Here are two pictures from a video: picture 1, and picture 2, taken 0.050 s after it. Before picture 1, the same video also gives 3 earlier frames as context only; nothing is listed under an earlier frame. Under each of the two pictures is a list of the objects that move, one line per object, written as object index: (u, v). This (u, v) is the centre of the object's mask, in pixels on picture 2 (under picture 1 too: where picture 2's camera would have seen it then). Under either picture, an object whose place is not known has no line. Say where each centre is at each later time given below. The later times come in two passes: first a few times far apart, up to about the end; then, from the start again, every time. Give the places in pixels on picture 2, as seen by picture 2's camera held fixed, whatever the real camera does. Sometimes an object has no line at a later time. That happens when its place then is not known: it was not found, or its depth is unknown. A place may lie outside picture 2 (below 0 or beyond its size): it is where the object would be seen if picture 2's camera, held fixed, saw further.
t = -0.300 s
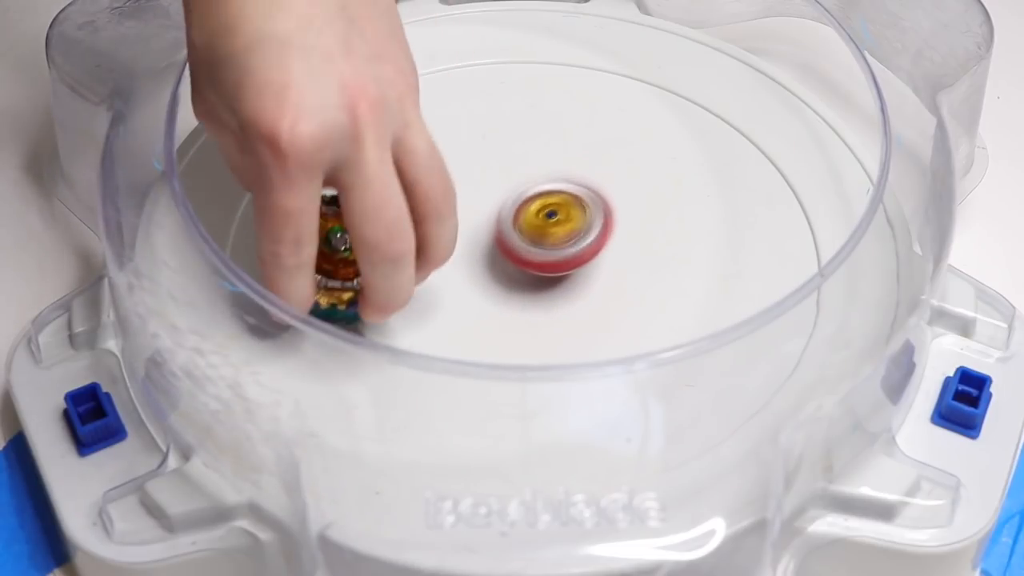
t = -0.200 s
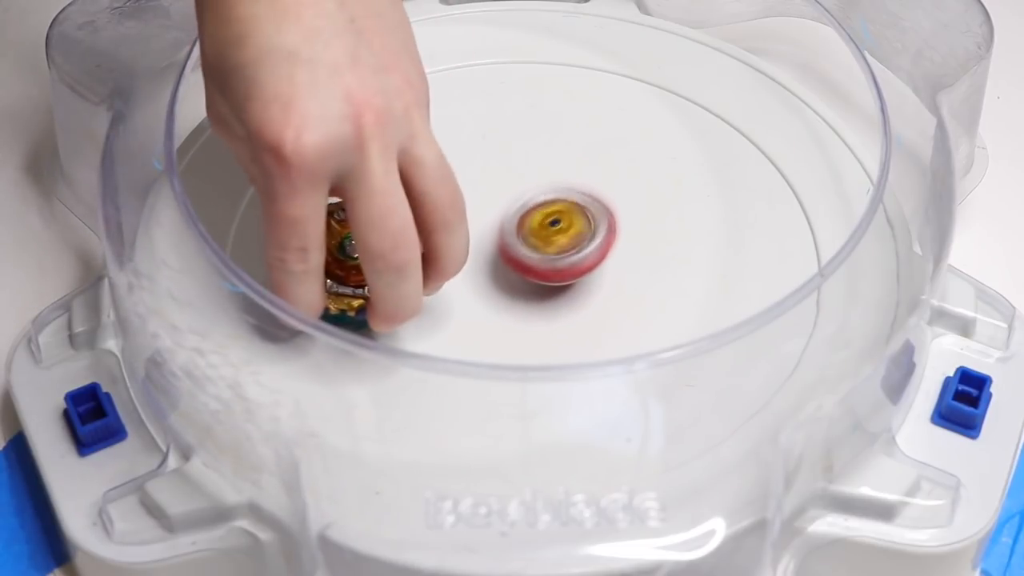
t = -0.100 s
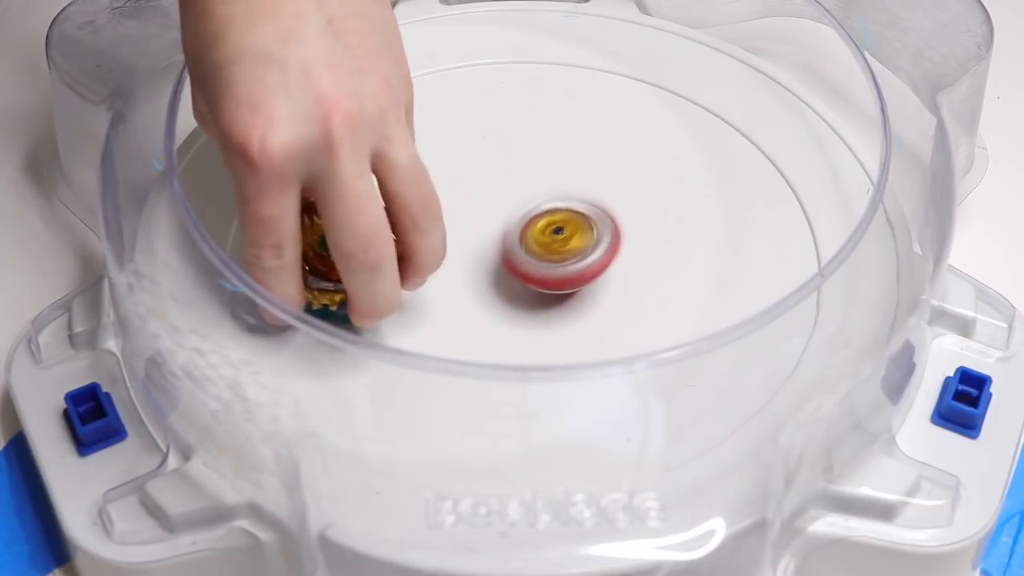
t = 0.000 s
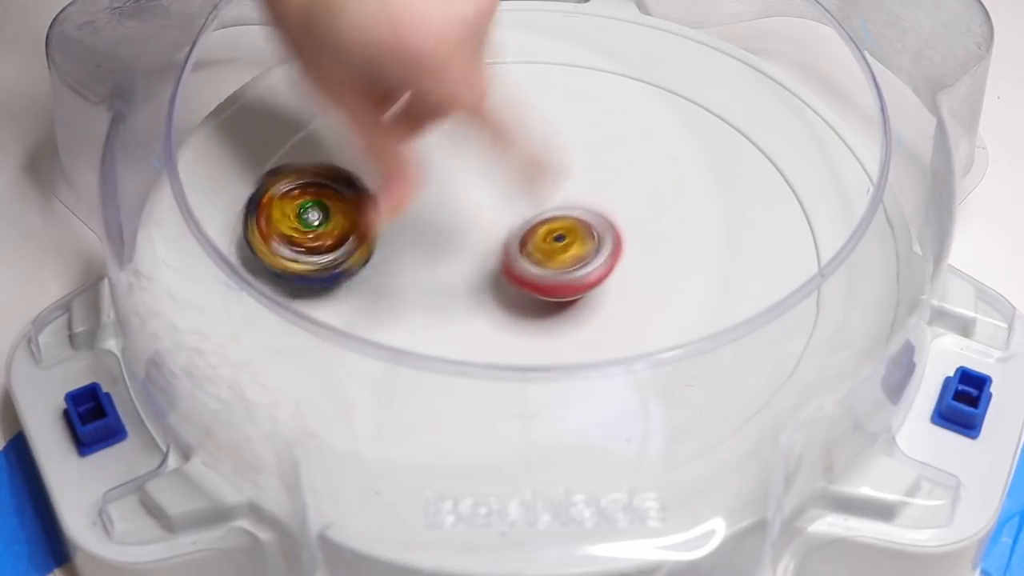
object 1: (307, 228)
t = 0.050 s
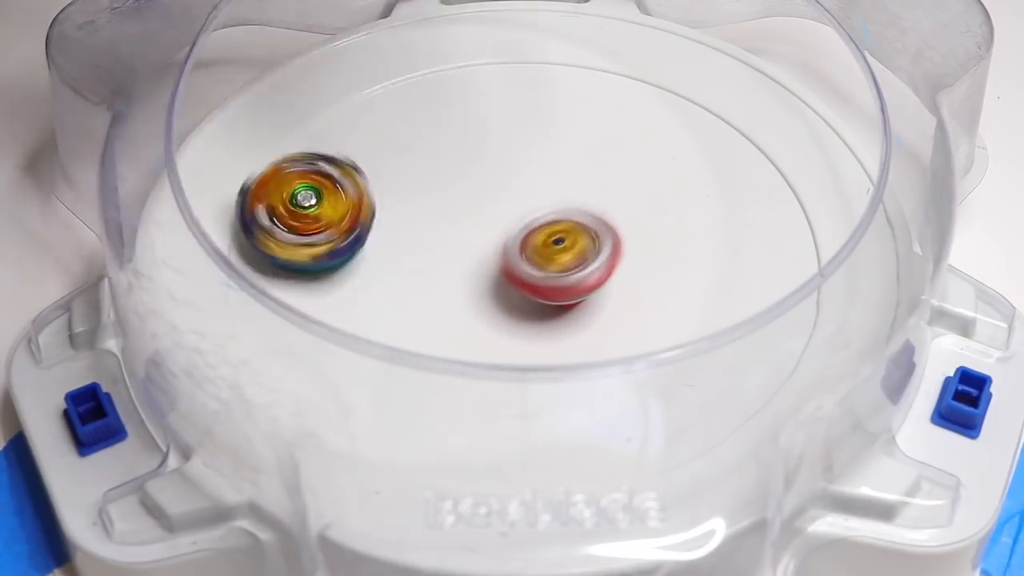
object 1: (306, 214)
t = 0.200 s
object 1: (348, 198)
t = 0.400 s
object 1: (465, 204)
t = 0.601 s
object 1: (550, 166)
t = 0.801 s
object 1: (561, 181)
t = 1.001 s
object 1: (558, 160)
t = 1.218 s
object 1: (539, 164)
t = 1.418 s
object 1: (490, 218)
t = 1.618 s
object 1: (476, 205)
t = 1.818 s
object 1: (490, 212)
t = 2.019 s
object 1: (520, 199)
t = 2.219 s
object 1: (521, 202)
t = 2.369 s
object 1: (533, 200)
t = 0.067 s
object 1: (307, 209)
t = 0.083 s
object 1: (310, 206)
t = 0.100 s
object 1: (314, 204)
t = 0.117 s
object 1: (318, 201)
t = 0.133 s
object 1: (324, 200)
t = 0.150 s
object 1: (329, 198)
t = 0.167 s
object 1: (334, 198)
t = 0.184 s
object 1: (341, 198)
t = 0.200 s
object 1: (348, 198)
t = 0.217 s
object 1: (357, 198)
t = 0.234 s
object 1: (364, 199)
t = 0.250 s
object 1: (373, 201)
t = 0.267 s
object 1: (382, 202)
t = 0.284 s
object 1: (391, 202)
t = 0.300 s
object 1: (402, 203)
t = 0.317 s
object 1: (412, 205)
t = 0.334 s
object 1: (424, 206)
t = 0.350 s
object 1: (434, 207)
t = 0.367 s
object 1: (445, 207)
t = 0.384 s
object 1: (455, 207)
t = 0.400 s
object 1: (465, 204)
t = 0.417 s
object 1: (475, 200)
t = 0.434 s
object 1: (480, 194)
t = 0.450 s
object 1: (492, 187)
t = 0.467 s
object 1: (500, 185)
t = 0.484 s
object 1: (509, 181)
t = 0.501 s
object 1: (515, 176)
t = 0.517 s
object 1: (523, 174)
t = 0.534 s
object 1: (529, 172)
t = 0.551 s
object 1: (535, 169)
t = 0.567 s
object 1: (541, 167)
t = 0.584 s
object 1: (546, 167)
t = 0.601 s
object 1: (550, 166)
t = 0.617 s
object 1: (554, 165)
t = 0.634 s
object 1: (557, 164)
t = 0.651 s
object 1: (559, 166)
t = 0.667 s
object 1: (561, 166)
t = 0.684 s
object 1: (562, 167)
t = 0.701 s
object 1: (562, 168)
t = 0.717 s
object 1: (562, 169)
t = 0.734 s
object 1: (561, 171)
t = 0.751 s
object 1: (561, 173)
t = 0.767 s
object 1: (561, 176)
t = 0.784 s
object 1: (561, 179)
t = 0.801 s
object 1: (561, 181)
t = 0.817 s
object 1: (560, 184)
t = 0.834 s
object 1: (559, 187)
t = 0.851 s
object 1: (558, 190)
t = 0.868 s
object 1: (557, 193)
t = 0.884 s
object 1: (556, 197)
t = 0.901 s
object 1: (554, 198)
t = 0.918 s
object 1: (555, 197)
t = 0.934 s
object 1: (557, 190)
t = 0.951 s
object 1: (558, 179)
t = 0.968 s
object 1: (558, 172)
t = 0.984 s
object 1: (558, 165)
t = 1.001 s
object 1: (558, 160)
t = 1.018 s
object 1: (559, 156)
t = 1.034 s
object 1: (558, 154)
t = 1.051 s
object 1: (556, 152)
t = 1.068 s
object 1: (555, 150)
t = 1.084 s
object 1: (553, 149)
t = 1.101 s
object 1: (552, 150)
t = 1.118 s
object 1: (551, 150)
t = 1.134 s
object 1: (548, 152)
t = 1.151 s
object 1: (547, 153)
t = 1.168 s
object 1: (544, 155)
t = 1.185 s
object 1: (543, 158)
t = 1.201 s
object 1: (541, 161)
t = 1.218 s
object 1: (539, 164)
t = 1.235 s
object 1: (536, 168)
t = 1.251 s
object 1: (532, 172)
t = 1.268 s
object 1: (529, 177)
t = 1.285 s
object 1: (526, 180)
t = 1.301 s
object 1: (521, 186)
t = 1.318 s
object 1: (515, 193)
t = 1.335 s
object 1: (511, 199)
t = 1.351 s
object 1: (505, 204)
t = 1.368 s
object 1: (502, 209)
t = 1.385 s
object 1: (496, 216)
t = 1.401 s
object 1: (491, 218)
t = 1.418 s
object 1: (490, 218)
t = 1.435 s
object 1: (487, 209)
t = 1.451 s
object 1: (484, 204)
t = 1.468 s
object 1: (482, 200)
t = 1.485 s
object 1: (481, 197)
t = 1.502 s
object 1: (481, 199)
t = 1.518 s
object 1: (480, 204)
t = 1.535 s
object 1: (476, 209)
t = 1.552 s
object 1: (476, 209)
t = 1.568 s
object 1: (476, 207)
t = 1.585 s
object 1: (476, 208)
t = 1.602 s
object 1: (475, 207)
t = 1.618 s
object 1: (476, 205)
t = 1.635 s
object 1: (476, 205)
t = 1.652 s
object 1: (477, 204)
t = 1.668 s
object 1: (478, 205)
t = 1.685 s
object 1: (477, 205)
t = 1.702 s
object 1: (478, 205)
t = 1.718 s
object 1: (478, 206)
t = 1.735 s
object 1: (479, 207)
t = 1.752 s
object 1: (481, 208)
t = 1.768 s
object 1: (482, 210)
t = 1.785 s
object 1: (485, 211)
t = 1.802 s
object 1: (488, 213)
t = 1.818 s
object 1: (490, 212)
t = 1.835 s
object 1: (492, 214)
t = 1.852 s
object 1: (495, 210)
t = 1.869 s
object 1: (497, 208)
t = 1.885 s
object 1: (502, 208)
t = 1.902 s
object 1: (505, 205)
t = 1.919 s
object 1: (510, 204)
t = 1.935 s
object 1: (513, 203)
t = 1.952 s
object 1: (516, 202)
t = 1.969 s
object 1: (518, 201)
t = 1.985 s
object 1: (518, 200)
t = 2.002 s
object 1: (521, 198)
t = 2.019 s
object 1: (520, 199)
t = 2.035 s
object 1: (521, 199)
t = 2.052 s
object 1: (520, 198)
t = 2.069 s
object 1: (521, 197)
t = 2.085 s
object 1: (522, 198)
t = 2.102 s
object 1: (523, 196)
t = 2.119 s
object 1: (523, 198)
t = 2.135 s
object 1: (522, 198)
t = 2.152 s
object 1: (524, 198)
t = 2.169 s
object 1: (523, 198)
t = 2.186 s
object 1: (524, 198)
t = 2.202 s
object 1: (522, 200)
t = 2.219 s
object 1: (521, 202)
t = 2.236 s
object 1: (521, 203)
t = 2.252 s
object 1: (520, 204)
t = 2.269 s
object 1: (523, 205)
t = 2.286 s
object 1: (524, 203)
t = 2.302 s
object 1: (526, 204)
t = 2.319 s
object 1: (528, 203)
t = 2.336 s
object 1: (531, 201)
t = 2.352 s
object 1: (530, 202)
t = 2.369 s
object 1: (533, 200)
